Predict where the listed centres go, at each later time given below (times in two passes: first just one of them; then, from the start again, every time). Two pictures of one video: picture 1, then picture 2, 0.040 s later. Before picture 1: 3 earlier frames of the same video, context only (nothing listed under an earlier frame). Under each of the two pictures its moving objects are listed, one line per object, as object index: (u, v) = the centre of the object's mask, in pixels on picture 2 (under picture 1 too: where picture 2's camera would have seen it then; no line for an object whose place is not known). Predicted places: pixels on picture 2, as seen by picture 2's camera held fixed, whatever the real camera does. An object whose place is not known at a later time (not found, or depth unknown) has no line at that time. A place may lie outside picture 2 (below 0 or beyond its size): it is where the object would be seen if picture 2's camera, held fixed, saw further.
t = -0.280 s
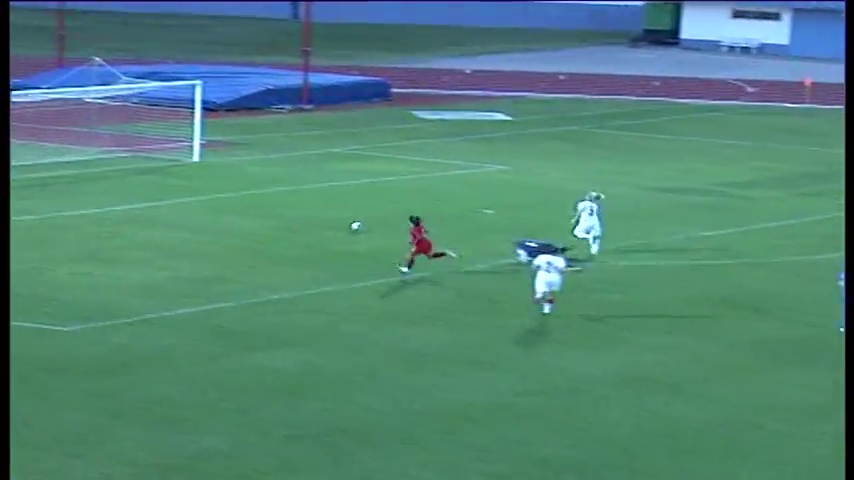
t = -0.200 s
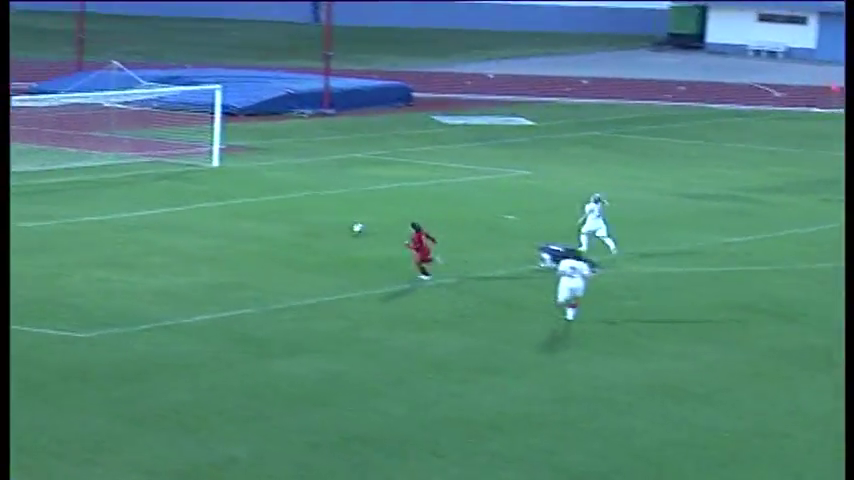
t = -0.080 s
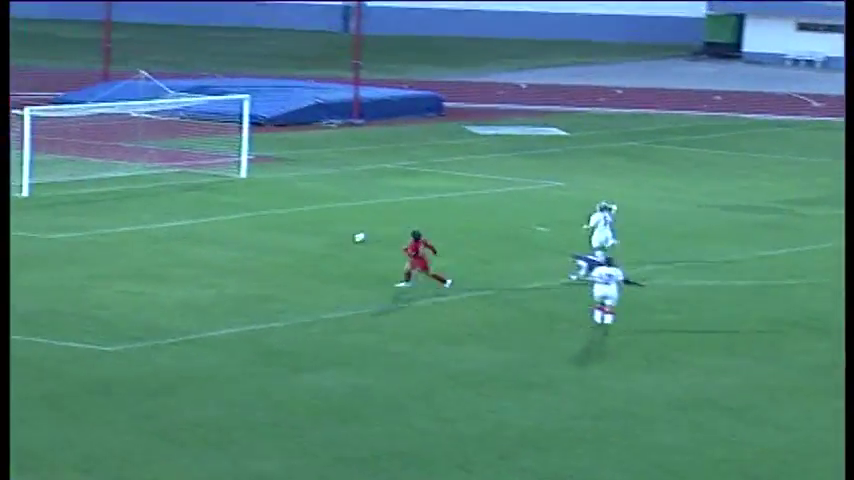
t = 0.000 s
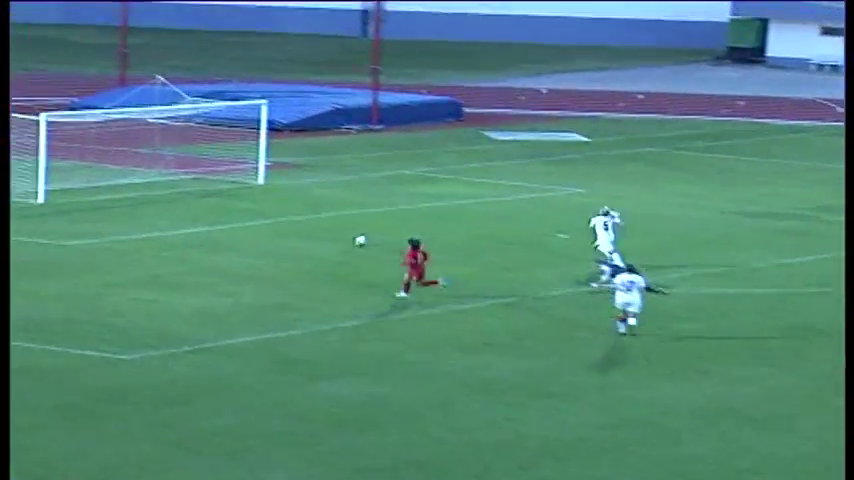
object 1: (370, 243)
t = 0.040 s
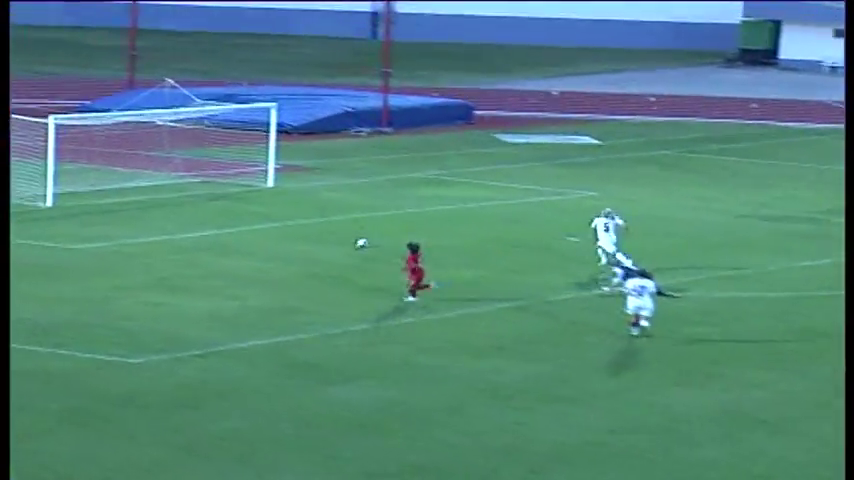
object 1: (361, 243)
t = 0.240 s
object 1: (318, 237)
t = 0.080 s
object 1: (353, 242)
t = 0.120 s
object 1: (344, 241)
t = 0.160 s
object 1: (335, 239)
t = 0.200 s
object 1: (327, 239)
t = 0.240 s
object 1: (318, 237)
